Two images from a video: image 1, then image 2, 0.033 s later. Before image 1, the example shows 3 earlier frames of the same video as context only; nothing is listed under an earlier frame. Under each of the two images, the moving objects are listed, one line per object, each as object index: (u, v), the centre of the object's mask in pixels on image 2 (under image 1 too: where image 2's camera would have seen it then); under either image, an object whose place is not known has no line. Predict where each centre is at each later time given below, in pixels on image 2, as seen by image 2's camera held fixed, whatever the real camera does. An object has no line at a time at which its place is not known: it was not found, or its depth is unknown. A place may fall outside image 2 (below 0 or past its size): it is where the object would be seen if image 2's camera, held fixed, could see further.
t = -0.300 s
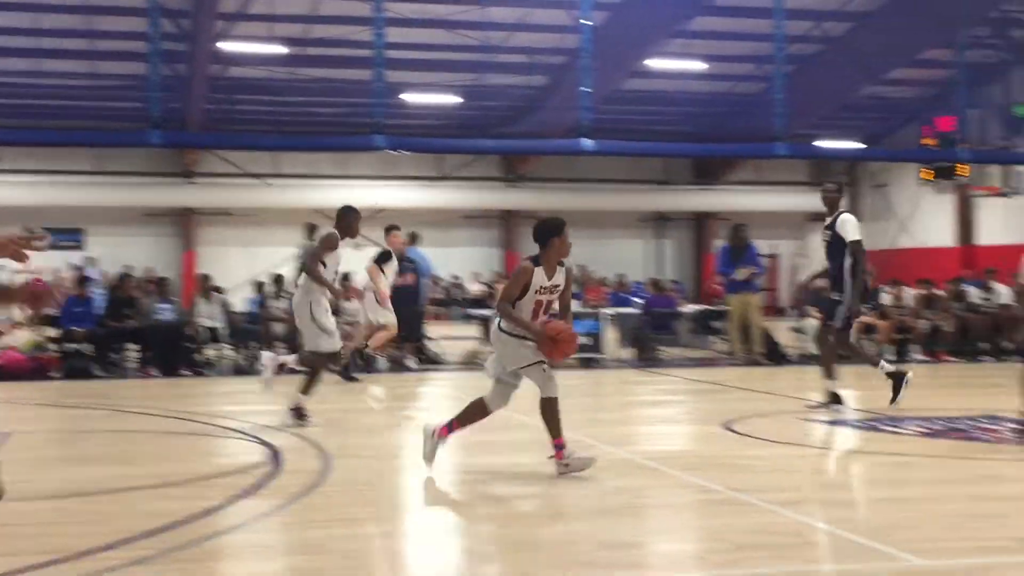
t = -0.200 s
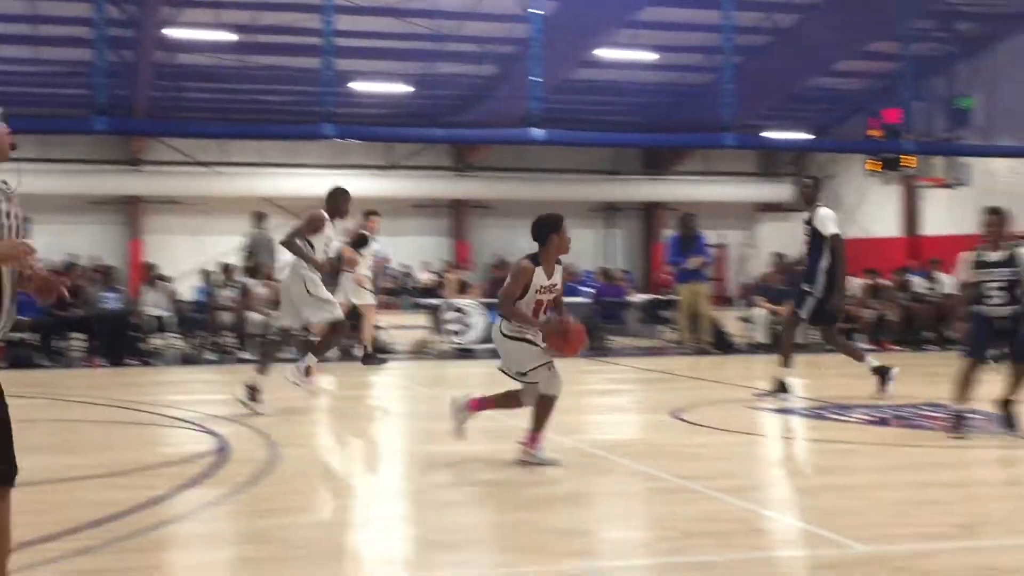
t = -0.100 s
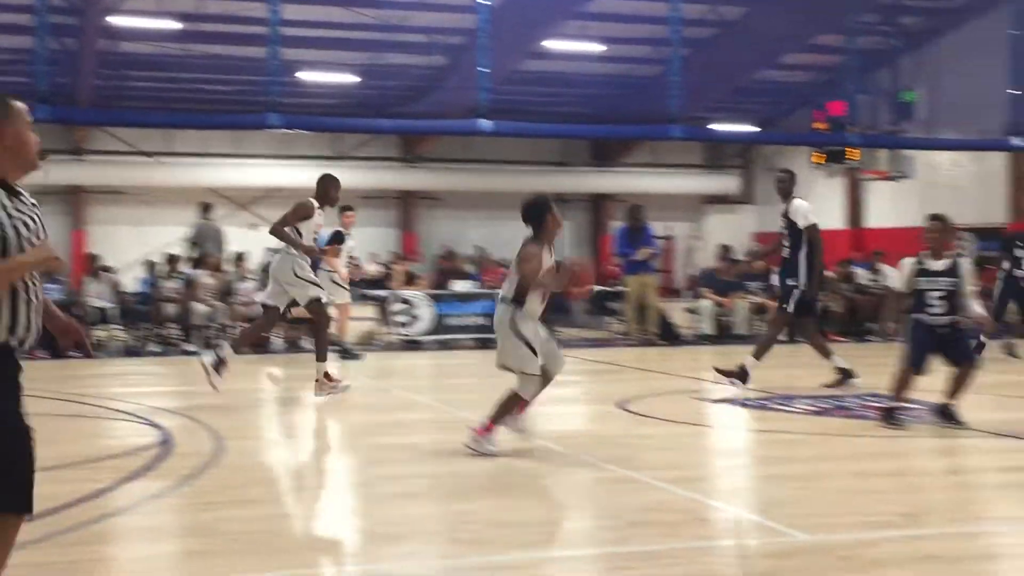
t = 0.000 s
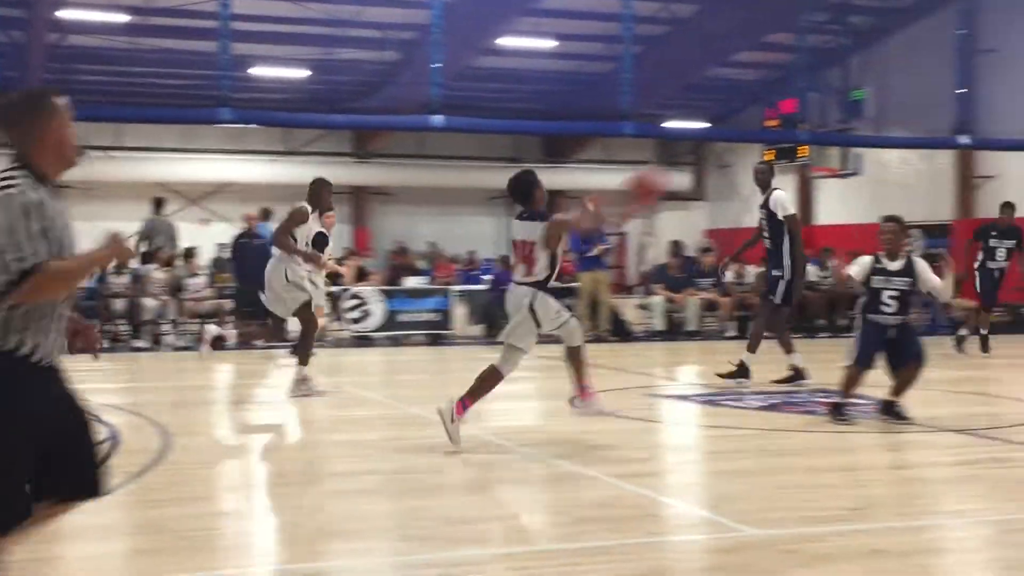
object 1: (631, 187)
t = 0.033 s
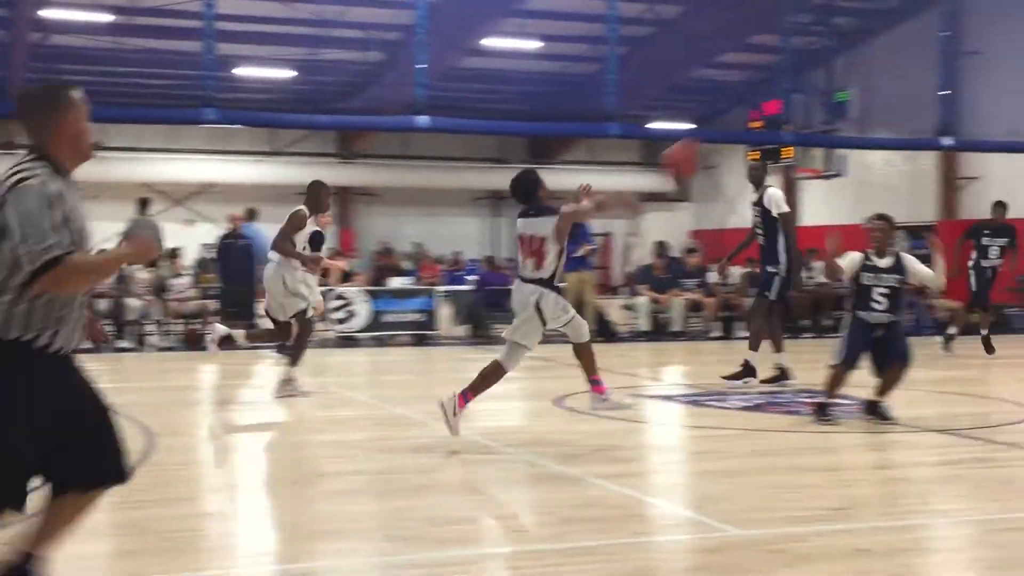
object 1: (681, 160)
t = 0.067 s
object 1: (729, 137)
